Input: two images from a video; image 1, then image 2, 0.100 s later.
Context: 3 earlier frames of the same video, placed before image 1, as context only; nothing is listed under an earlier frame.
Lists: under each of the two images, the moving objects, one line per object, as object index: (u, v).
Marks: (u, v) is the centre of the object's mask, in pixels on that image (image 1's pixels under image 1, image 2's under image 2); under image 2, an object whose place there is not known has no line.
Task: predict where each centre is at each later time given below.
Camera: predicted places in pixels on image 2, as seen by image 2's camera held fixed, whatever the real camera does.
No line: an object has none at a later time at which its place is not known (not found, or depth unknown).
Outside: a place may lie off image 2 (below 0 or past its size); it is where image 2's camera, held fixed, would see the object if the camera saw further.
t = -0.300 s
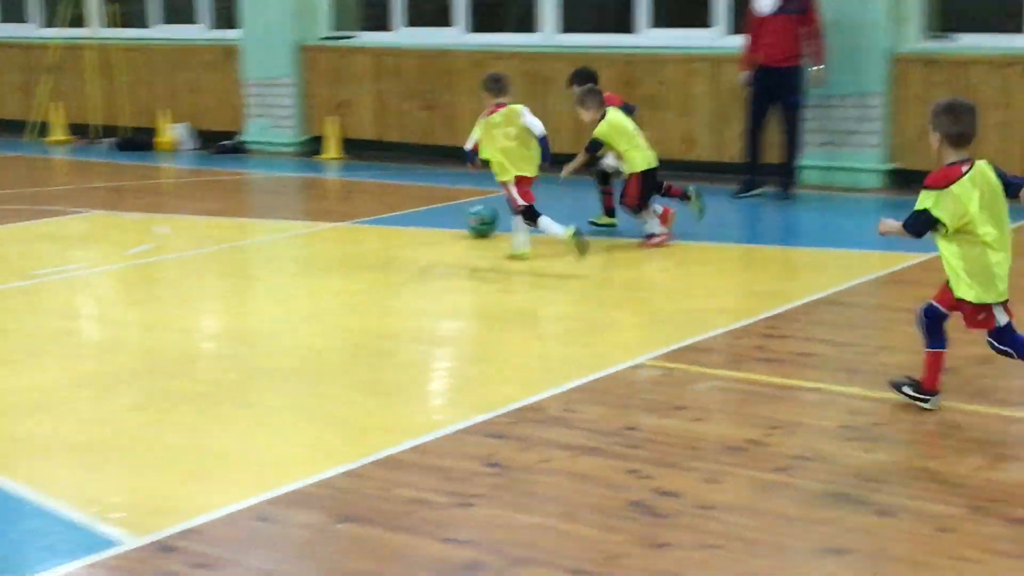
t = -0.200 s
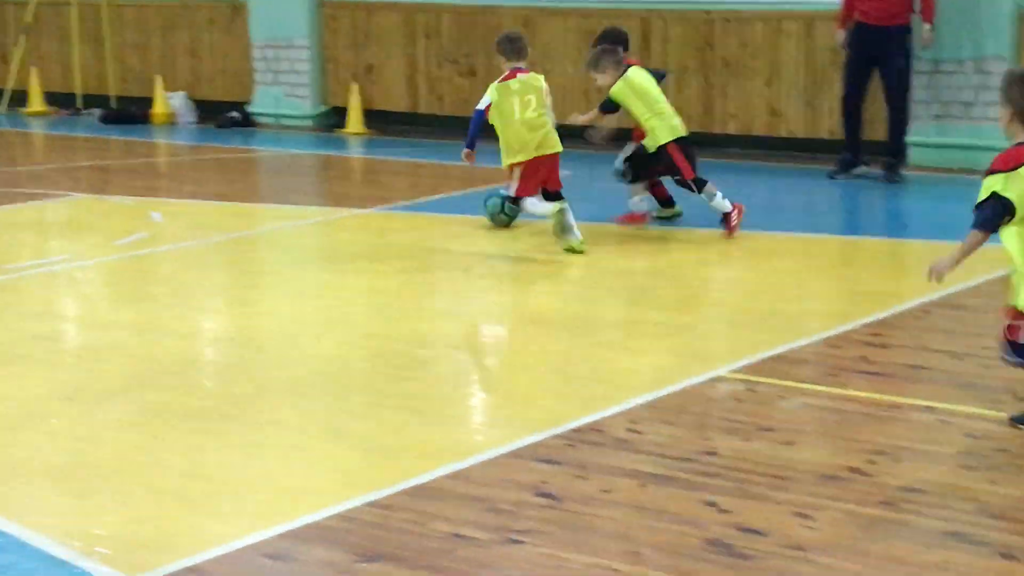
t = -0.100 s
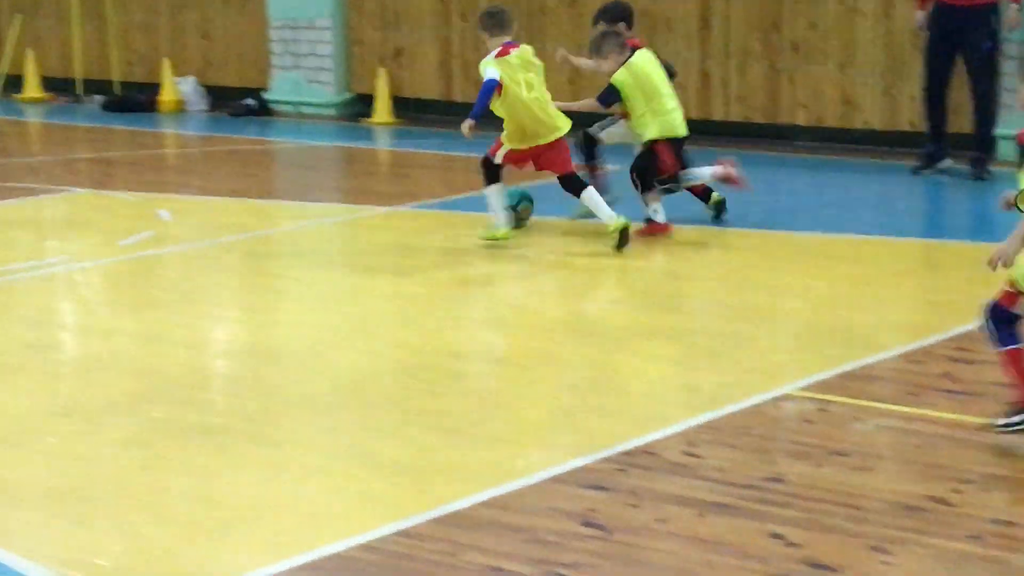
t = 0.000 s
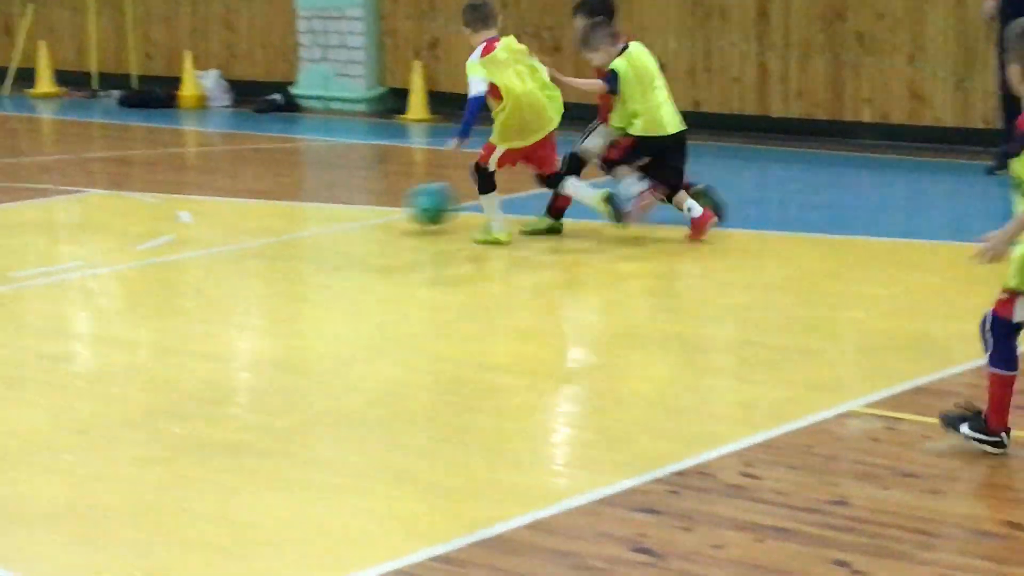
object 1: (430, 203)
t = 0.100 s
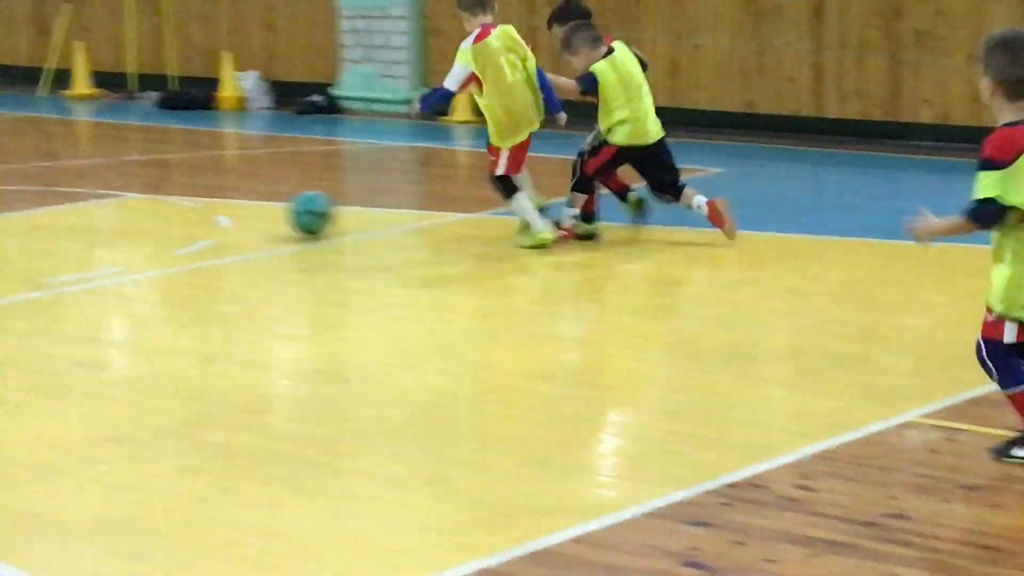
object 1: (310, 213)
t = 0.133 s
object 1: (265, 210)
